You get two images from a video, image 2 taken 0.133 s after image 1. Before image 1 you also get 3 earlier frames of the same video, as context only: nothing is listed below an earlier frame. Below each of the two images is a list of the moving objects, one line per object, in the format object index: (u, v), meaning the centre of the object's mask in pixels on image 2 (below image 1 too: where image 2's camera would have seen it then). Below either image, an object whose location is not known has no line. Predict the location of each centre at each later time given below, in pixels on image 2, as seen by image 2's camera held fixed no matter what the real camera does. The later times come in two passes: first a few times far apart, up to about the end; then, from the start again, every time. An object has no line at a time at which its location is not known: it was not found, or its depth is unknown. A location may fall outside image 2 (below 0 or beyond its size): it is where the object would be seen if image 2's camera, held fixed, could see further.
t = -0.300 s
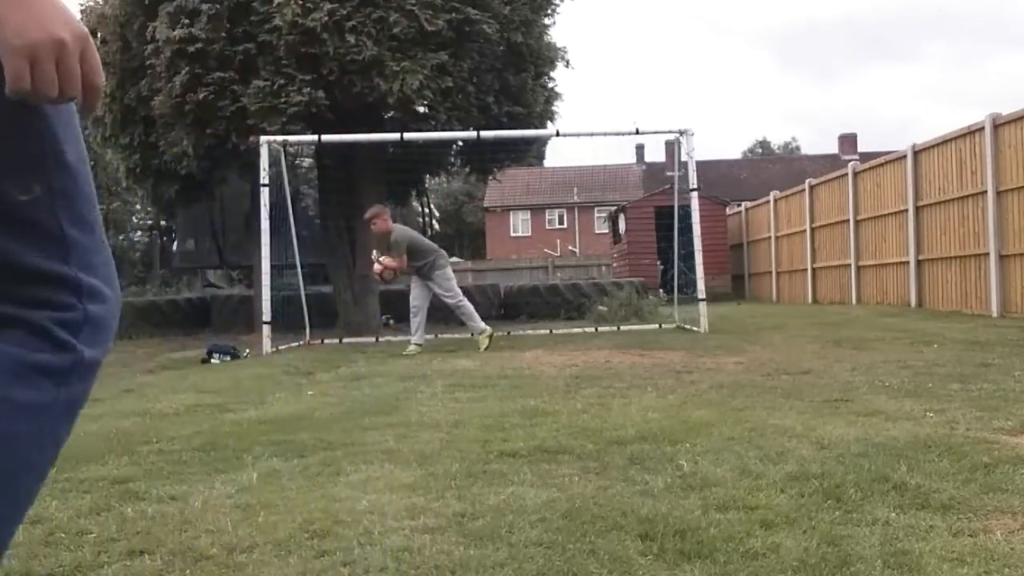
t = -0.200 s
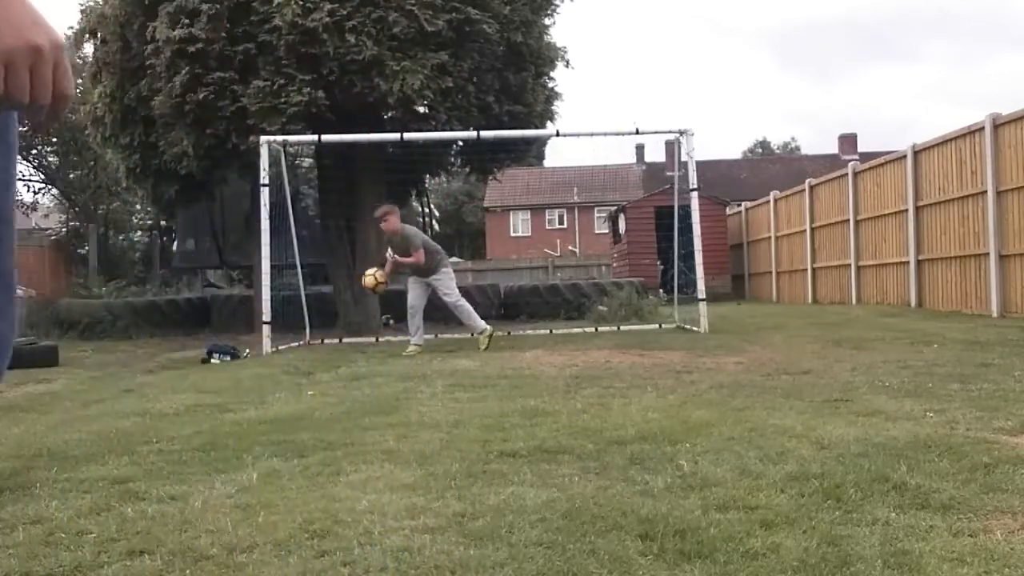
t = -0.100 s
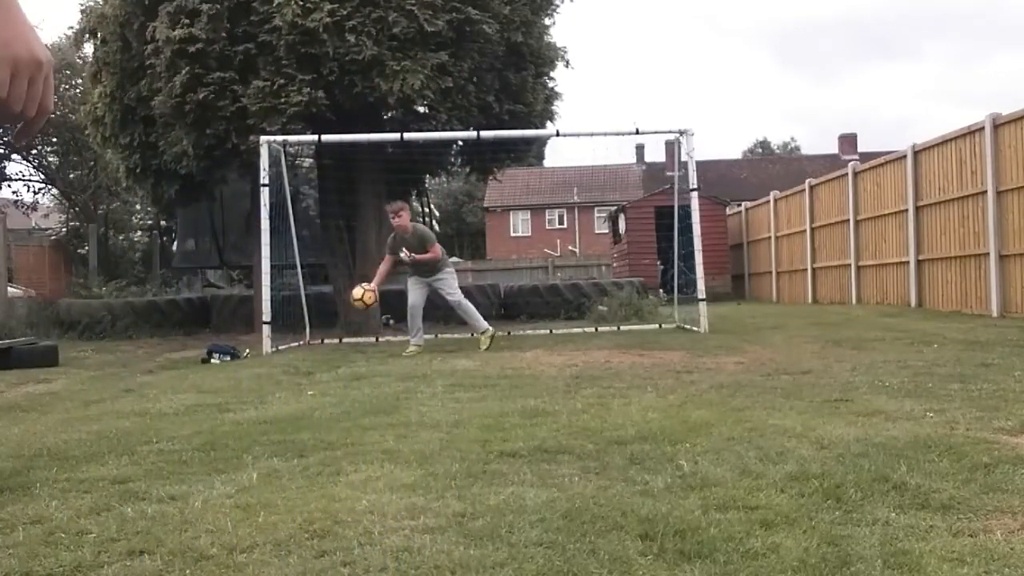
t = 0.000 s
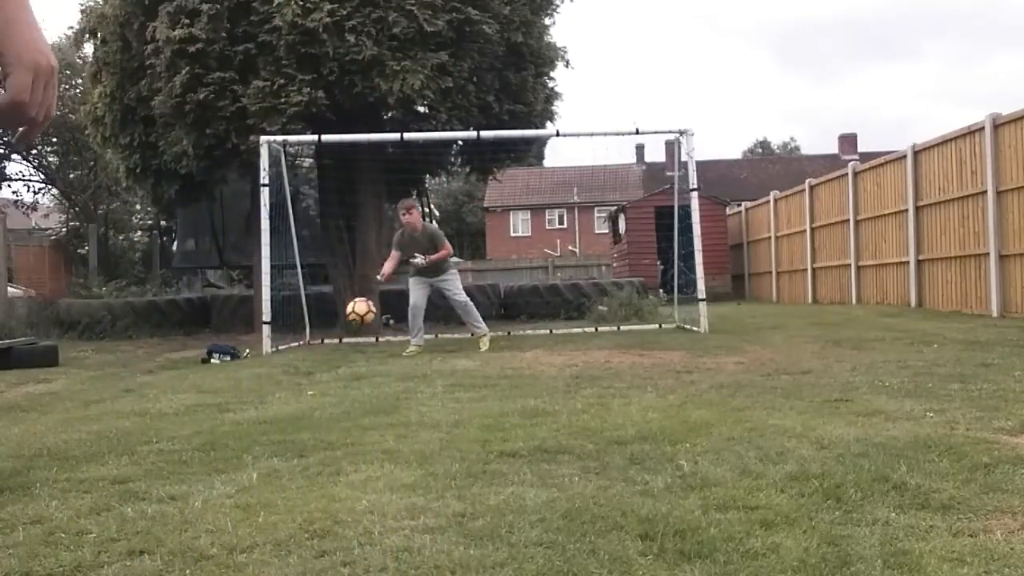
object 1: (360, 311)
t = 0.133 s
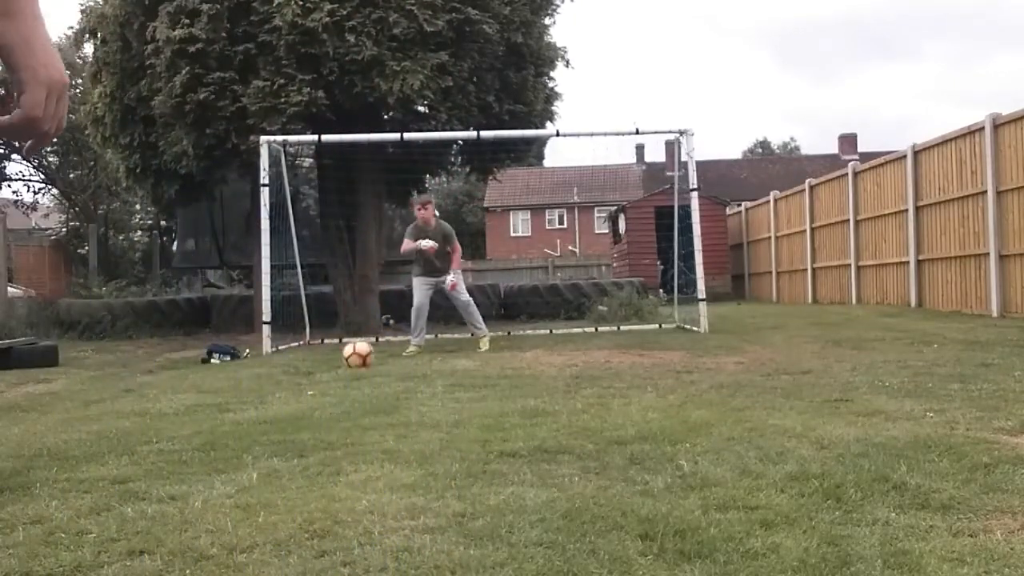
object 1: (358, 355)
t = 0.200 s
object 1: (356, 344)
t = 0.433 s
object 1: (353, 343)
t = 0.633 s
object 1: (348, 353)
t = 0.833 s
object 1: (341, 380)
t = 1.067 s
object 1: (317, 379)
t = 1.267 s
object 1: (289, 400)
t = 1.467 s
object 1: (251, 434)
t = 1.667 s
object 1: (198, 482)
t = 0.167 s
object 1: (357, 351)
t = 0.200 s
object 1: (356, 344)
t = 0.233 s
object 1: (356, 339)
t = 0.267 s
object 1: (356, 335)
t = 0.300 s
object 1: (355, 334)
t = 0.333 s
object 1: (354, 334)
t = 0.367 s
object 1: (354, 335)
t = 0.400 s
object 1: (354, 339)
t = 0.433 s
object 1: (353, 343)
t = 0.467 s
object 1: (353, 352)
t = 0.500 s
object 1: (352, 362)
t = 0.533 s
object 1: (352, 368)
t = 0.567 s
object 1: (351, 362)
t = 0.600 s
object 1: (349, 356)
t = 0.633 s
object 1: (348, 353)
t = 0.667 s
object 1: (347, 351)
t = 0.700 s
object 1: (345, 352)
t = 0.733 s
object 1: (345, 354)
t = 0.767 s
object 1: (344, 359)
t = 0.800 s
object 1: (342, 368)
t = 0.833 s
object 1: (341, 380)
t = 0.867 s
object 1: (338, 387)
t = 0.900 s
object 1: (336, 381)
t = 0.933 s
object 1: (332, 376)
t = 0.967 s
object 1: (329, 372)
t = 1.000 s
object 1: (324, 372)
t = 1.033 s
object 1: (321, 374)
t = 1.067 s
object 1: (317, 379)
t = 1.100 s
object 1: (313, 388)
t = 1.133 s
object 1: (309, 400)
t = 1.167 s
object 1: (304, 407)
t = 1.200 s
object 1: (298, 402)
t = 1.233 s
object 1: (294, 400)
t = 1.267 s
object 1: (289, 400)
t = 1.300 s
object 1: (284, 403)
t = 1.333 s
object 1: (277, 411)
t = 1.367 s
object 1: (272, 423)
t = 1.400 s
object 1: (265, 436)
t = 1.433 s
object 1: (258, 435)
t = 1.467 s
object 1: (251, 434)
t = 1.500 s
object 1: (244, 438)
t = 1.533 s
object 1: (237, 447)
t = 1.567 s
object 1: (228, 463)
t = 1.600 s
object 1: (220, 475)
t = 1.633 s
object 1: (209, 478)
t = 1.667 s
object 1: (198, 482)
